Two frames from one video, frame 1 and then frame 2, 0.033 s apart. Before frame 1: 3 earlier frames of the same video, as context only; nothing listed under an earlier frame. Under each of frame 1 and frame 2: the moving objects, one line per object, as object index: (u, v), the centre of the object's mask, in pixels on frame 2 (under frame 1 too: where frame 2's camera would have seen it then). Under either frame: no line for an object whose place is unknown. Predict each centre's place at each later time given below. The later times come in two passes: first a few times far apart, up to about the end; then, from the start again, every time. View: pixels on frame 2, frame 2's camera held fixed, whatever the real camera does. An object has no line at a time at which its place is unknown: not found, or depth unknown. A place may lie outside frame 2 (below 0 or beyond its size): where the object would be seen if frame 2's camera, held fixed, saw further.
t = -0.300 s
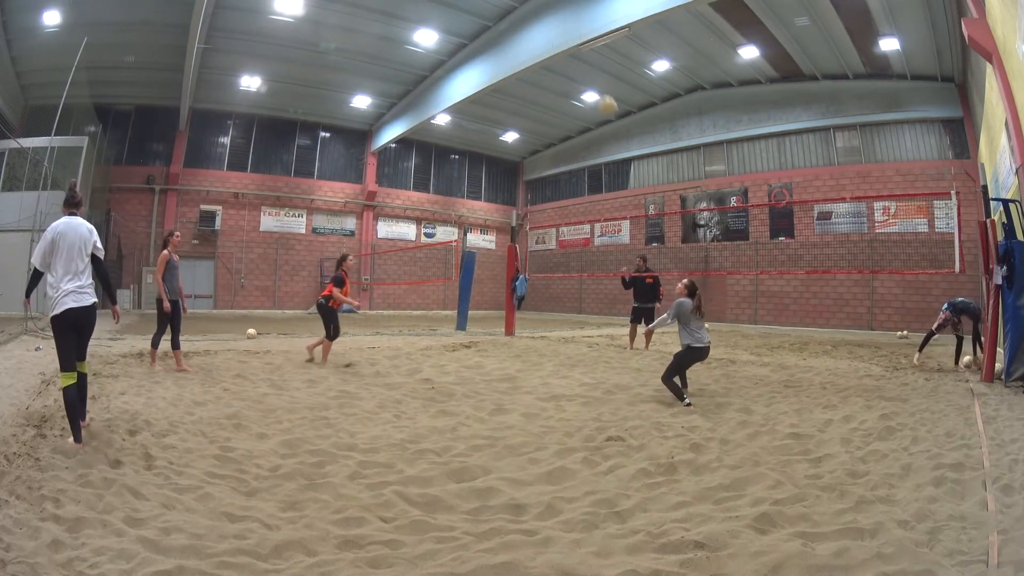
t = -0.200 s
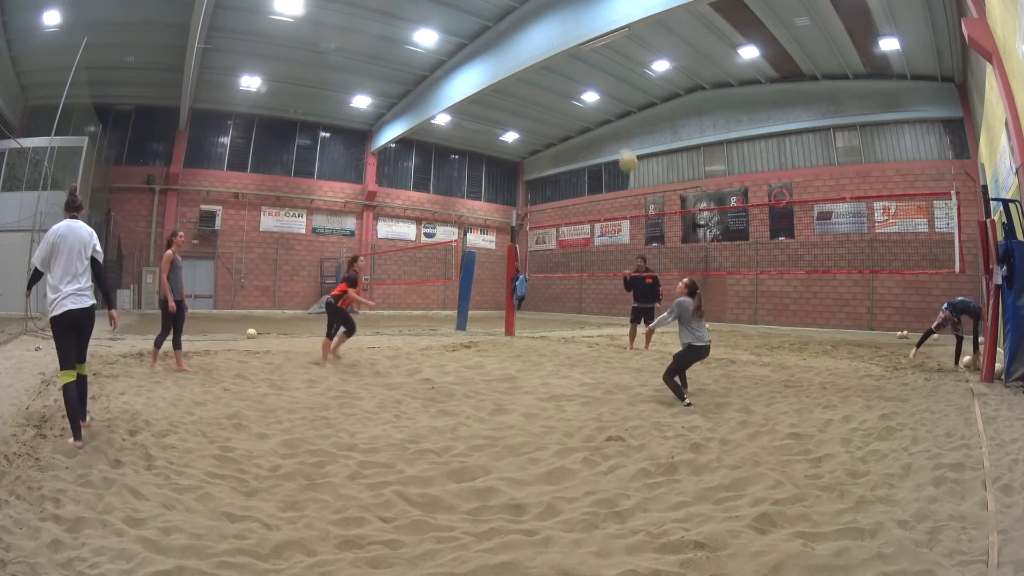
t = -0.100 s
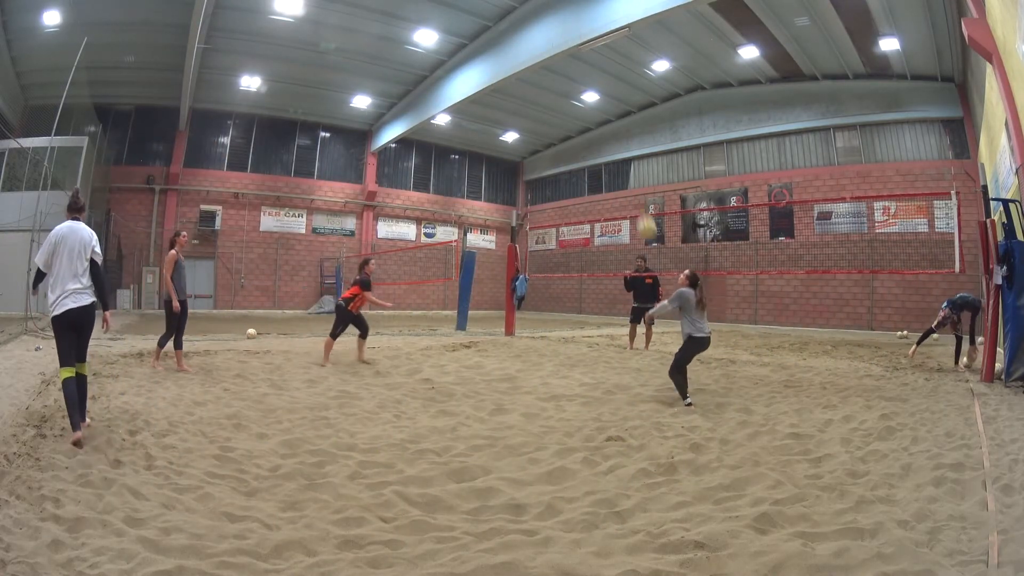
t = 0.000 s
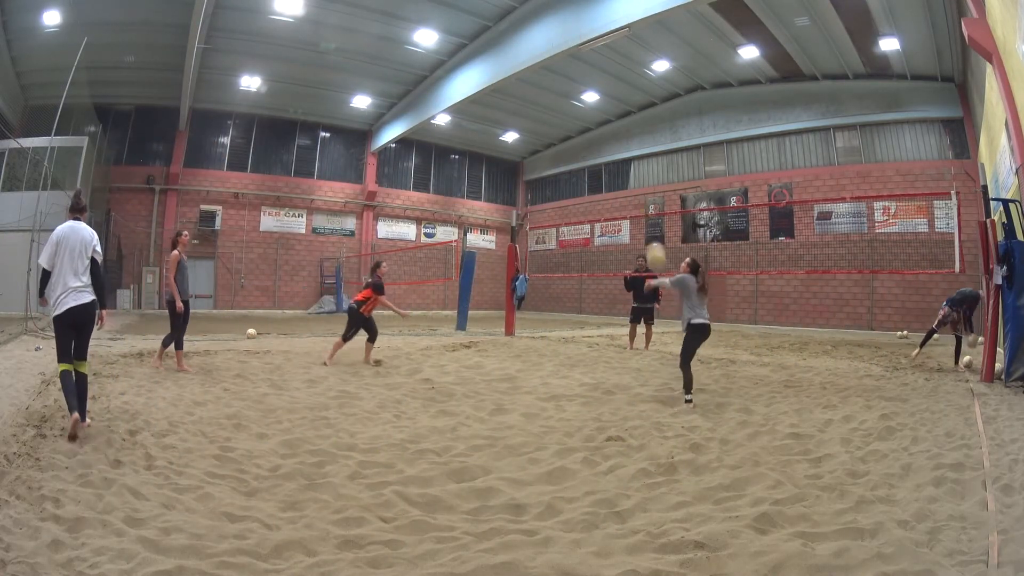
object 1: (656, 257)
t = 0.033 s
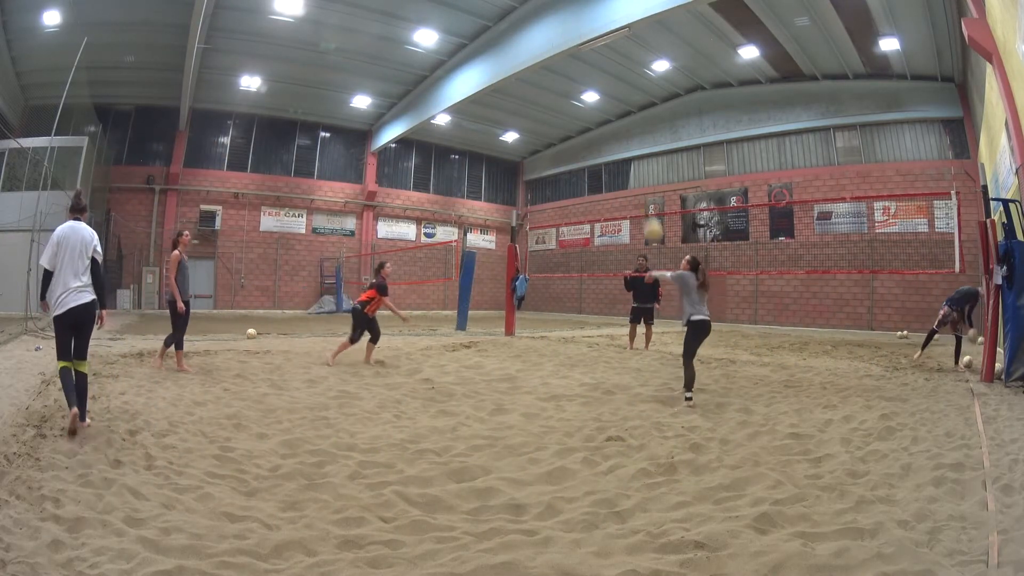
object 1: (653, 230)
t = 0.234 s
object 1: (632, 113)
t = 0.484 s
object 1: (612, 44)
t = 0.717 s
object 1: (596, 25)
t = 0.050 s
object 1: (651, 218)
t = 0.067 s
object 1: (649, 207)
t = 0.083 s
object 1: (648, 195)
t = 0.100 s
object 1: (647, 184)
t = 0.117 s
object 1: (644, 173)
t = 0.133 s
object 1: (643, 163)
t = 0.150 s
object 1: (641, 154)
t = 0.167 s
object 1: (640, 146)
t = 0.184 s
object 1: (637, 137)
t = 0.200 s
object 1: (636, 129)
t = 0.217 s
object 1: (634, 121)
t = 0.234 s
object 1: (632, 113)
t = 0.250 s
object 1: (631, 108)
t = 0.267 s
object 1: (629, 102)
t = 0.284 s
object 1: (627, 94)
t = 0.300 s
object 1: (626, 89)
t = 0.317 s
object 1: (624, 83)
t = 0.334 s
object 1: (623, 78)
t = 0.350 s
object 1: (621, 74)
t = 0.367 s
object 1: (620, 69)
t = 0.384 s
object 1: (619, 63)
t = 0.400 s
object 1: (617, 60)
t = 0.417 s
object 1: (616, 57)
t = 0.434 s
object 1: (614, 53)
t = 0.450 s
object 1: (613, 50)
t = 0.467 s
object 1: (612, 48)
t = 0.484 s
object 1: (612, 44)
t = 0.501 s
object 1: (611, 42)
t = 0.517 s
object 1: (609, 40)
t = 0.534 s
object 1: (608, 38)
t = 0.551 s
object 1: (607, 36)
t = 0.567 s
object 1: (606, 35)
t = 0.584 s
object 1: (605, 33)
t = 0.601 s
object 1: (603, 31)
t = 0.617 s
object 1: (602, 30)
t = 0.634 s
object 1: (601, 29)
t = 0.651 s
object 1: (600, 28)
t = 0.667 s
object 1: (599, 27)
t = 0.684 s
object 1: (598, 26)
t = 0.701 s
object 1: (597, 25)
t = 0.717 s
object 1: (596, 25)
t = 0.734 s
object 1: (595, 24)
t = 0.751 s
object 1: (594, 24)
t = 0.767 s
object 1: (594, 24)
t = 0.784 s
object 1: (592, 25)
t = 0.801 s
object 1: (592, 25)
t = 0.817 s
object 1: (591, 25)
